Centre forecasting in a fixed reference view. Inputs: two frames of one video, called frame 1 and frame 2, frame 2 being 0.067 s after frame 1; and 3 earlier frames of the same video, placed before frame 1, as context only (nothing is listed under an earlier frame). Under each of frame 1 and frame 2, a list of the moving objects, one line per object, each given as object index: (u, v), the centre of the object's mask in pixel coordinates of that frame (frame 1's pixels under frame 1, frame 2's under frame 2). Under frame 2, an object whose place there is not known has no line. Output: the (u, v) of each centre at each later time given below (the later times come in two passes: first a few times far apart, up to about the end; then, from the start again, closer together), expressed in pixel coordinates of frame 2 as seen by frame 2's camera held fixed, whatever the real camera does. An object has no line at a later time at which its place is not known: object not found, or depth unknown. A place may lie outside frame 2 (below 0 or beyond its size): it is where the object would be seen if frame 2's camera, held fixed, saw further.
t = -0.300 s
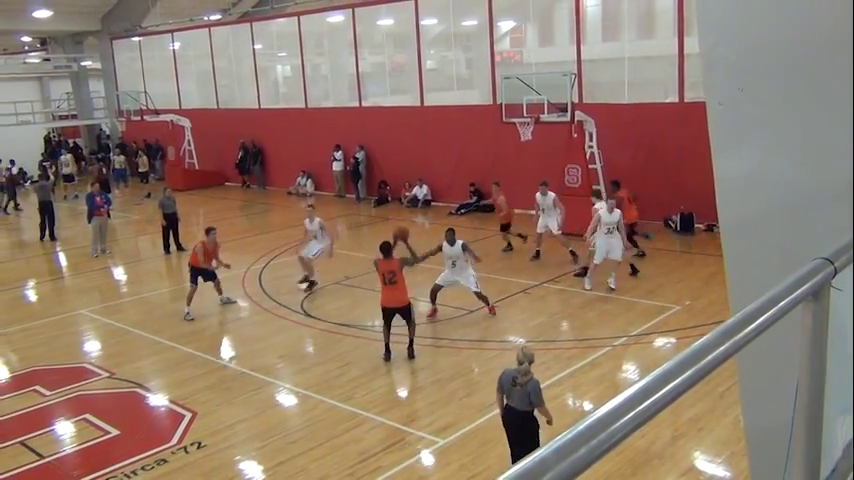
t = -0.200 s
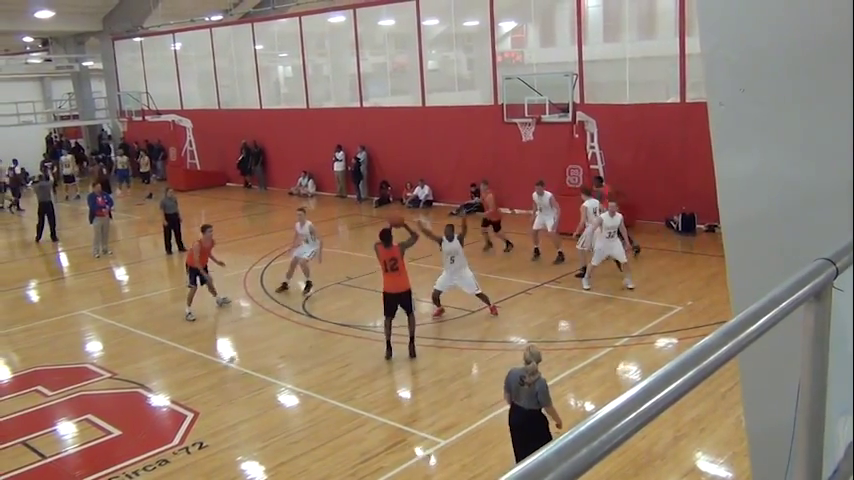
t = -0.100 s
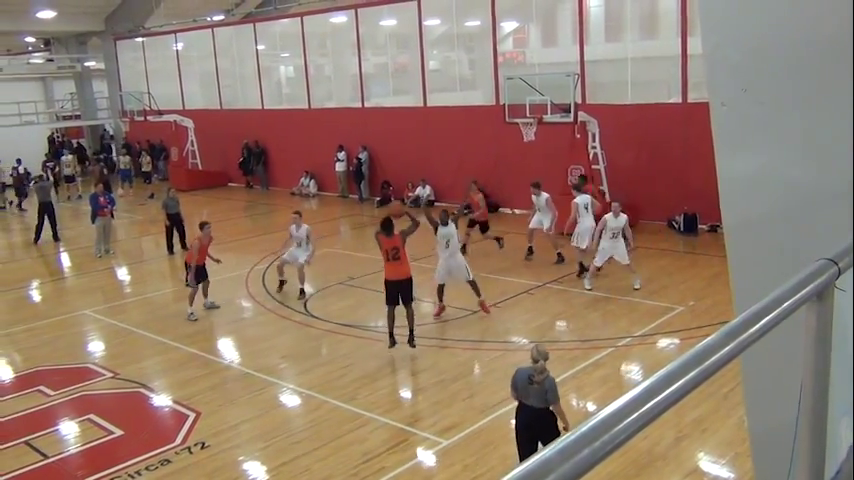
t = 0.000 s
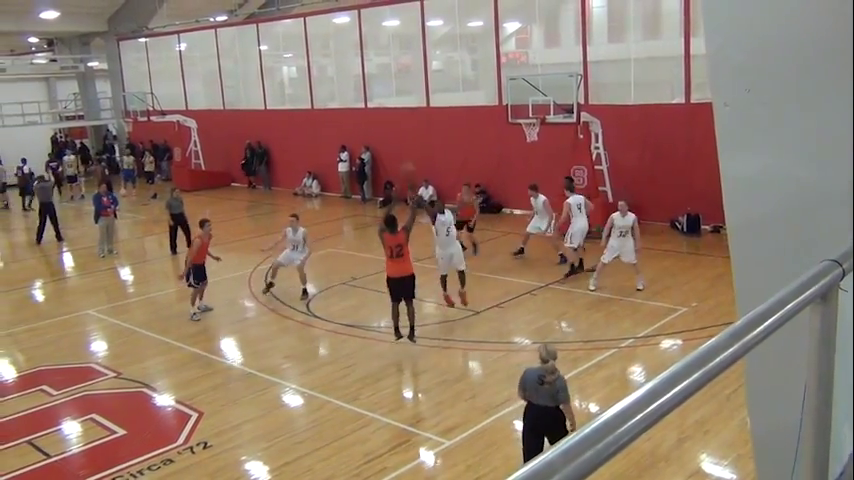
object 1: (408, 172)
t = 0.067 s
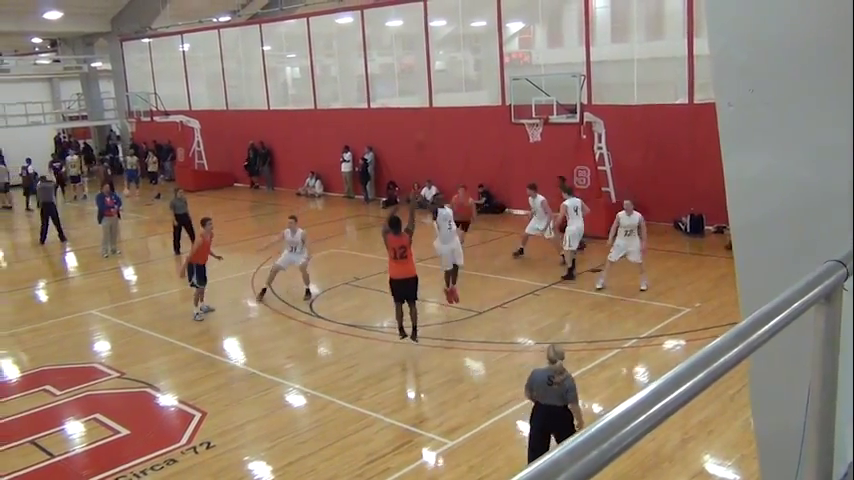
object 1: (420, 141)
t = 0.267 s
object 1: (444, 74)
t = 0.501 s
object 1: (471, 35)
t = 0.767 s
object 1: (499, 35)
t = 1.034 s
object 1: (523, 70)
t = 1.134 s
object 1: (530, 91)
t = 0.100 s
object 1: (424, 126)
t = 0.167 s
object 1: (432, 102)
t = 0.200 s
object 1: (436, 92)
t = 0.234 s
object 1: (440, 83)
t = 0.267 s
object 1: (444, 74)
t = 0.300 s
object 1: (448, 64)
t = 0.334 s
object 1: (452, 58)
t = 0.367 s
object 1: (456, 52)
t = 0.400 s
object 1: (460, 47)
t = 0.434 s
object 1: (464, 42)
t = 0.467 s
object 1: (468, 38)
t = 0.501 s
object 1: (471, 35)
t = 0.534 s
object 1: (475, 33)
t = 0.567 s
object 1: (479, 31)
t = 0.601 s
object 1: (482, 30)
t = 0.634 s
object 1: (486, 30)
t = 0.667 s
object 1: (489, 30)
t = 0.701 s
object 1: (492, 31)
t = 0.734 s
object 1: (494, 33)
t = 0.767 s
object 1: (499, 35)
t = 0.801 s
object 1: (502, 38)
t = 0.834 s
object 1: (506, 40)
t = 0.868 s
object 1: (508, 45)
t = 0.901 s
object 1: (511, 49)
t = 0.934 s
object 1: (514, 54)
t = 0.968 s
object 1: (517, 59)
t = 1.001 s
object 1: (520, 64)
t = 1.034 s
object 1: (523, 70)
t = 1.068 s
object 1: (525, 77)
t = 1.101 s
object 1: (528, 84)
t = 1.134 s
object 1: (530, 91)
